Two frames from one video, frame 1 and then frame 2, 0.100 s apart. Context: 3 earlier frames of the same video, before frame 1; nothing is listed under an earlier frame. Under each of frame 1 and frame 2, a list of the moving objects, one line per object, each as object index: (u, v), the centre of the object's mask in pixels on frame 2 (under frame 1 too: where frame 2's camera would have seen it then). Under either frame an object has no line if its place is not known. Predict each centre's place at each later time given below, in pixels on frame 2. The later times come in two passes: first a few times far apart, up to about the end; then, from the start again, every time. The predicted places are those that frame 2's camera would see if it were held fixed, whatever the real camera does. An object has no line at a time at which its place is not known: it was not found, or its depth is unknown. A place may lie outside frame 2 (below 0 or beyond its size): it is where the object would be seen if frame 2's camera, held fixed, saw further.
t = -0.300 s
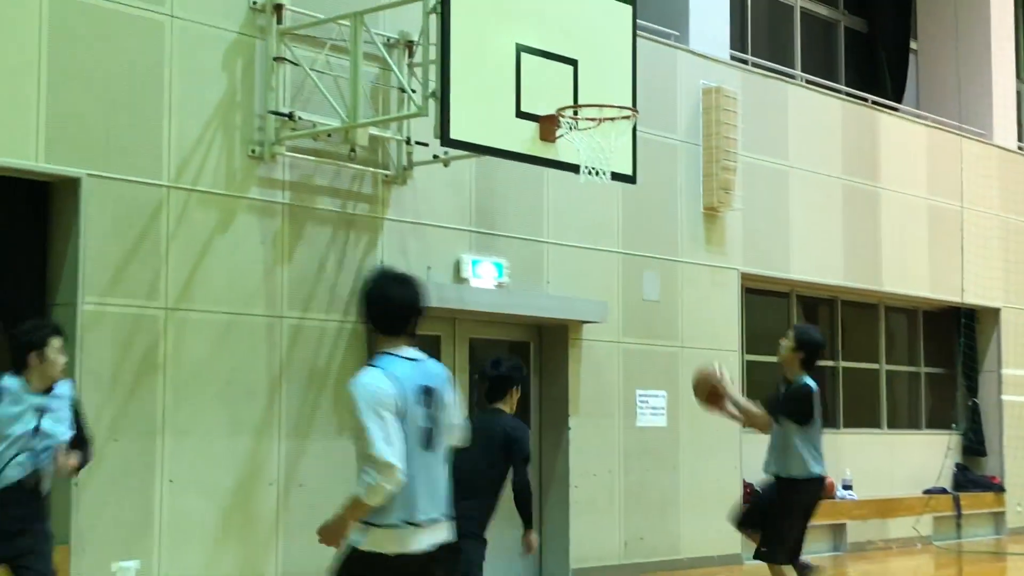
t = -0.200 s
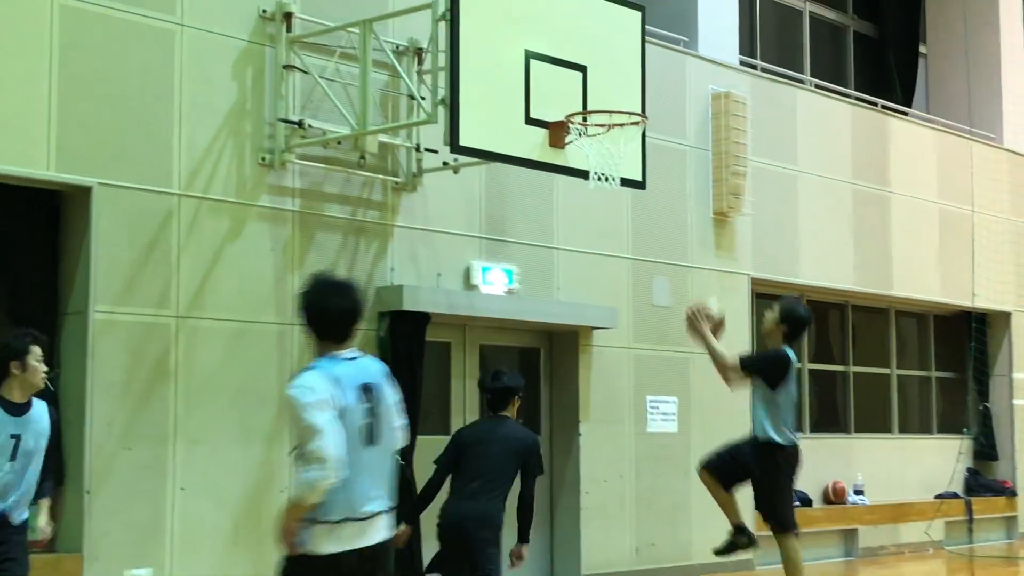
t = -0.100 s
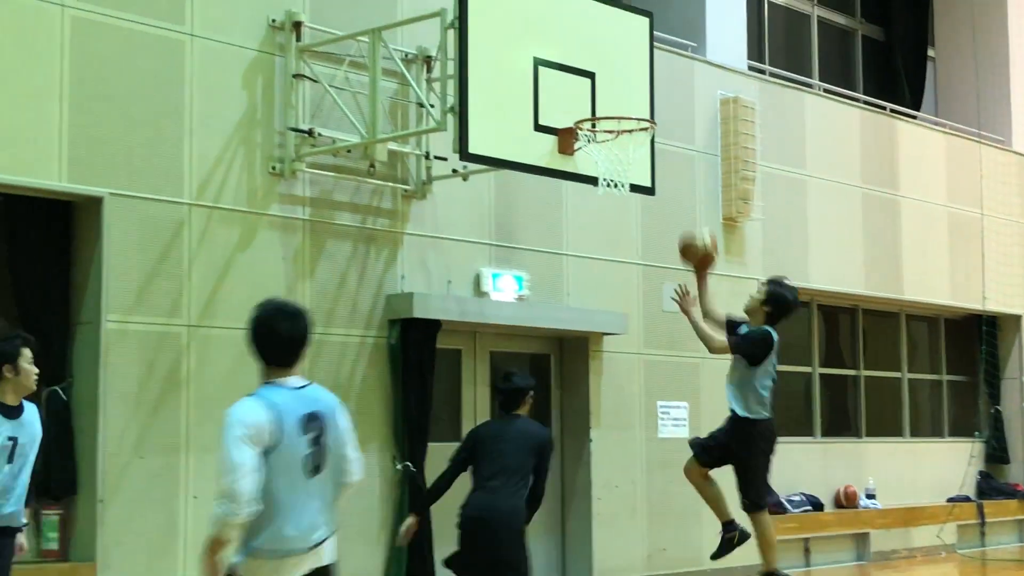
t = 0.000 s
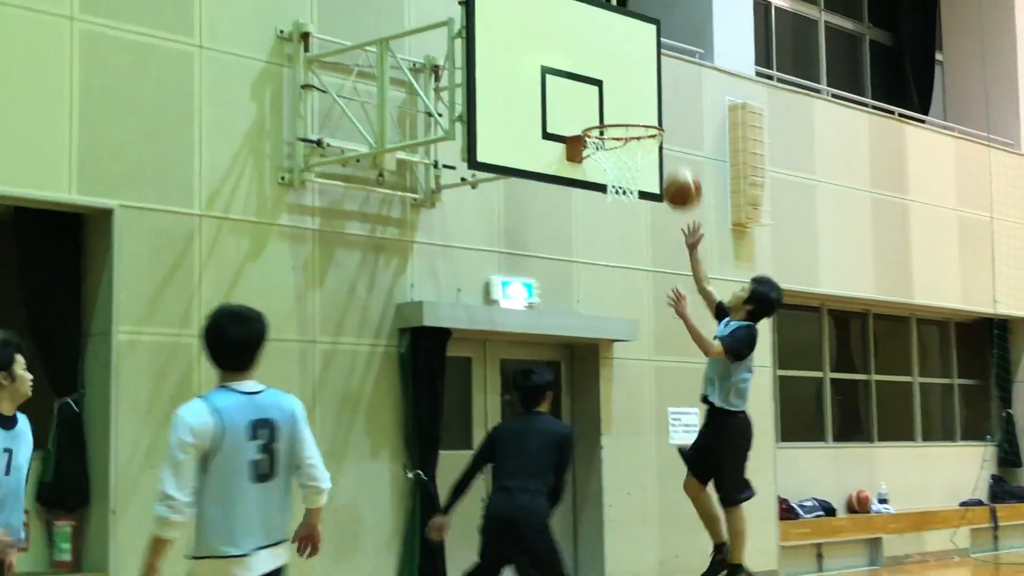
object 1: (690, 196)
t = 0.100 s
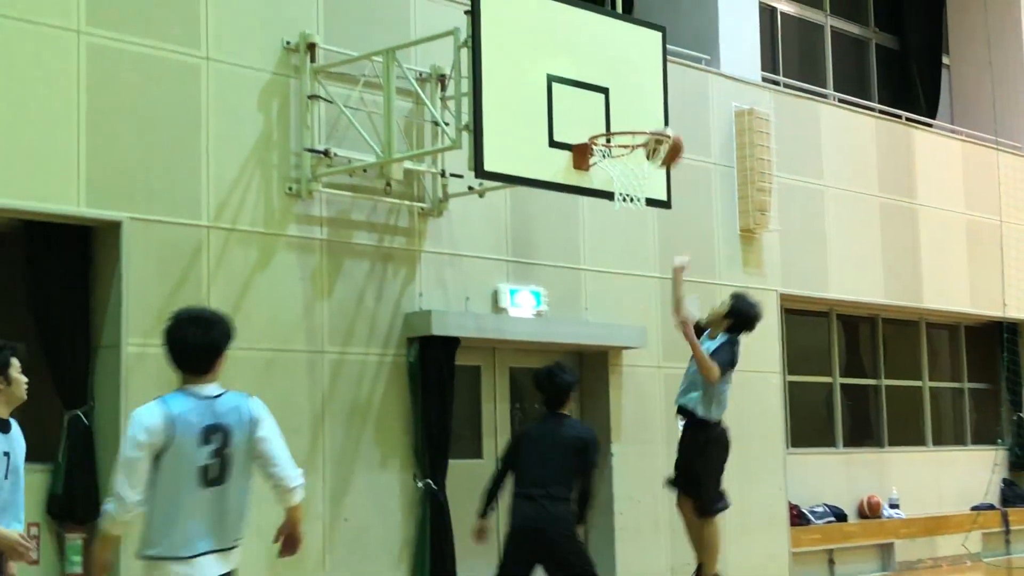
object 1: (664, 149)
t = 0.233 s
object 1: (635, 110)
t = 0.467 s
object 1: (600, 106)
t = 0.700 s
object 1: (620, 114)
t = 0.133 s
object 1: (655, 129)
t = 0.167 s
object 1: (649, 120)
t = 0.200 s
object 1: (641, 115)
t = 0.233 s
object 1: (635, 110)
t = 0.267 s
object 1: (628, 105)
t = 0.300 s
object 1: (622, 101)
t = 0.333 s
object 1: (616, 100)
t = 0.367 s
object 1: (609, 100)
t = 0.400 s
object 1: (603, 102)
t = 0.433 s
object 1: (600, 104)
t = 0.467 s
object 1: (600, 106)
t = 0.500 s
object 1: (600, 110)
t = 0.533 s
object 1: (600, 116)
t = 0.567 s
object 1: (599, 122)
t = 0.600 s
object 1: (605, 119)
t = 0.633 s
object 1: (610, 116)
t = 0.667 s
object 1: (615, 114)
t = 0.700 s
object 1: (620, 114)
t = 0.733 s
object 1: (625, 115)
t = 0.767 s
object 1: (630, 118)
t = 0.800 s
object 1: (635, 119)
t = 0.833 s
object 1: (637, 118)
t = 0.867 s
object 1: (640, 119)
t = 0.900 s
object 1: (643, 119)
